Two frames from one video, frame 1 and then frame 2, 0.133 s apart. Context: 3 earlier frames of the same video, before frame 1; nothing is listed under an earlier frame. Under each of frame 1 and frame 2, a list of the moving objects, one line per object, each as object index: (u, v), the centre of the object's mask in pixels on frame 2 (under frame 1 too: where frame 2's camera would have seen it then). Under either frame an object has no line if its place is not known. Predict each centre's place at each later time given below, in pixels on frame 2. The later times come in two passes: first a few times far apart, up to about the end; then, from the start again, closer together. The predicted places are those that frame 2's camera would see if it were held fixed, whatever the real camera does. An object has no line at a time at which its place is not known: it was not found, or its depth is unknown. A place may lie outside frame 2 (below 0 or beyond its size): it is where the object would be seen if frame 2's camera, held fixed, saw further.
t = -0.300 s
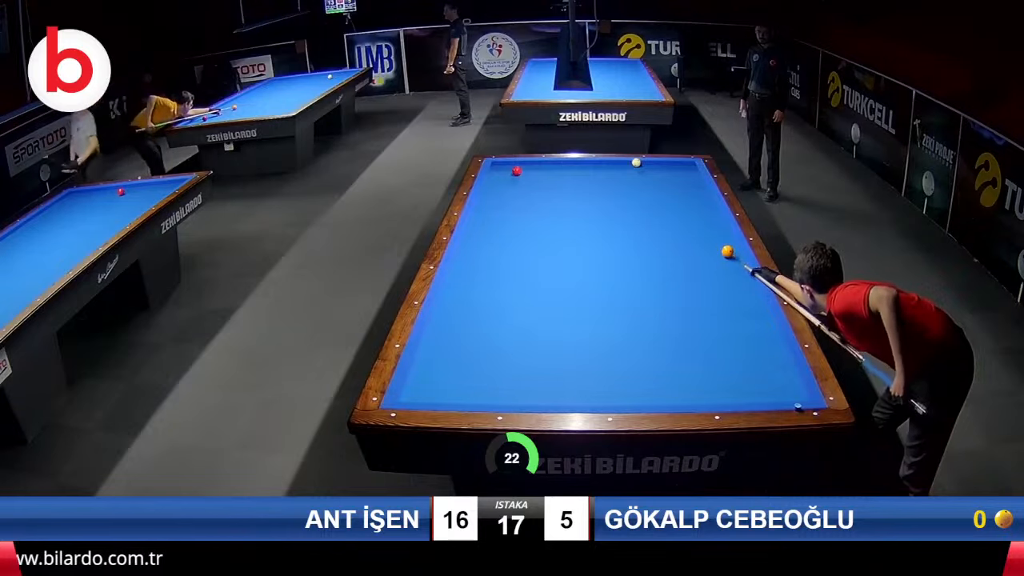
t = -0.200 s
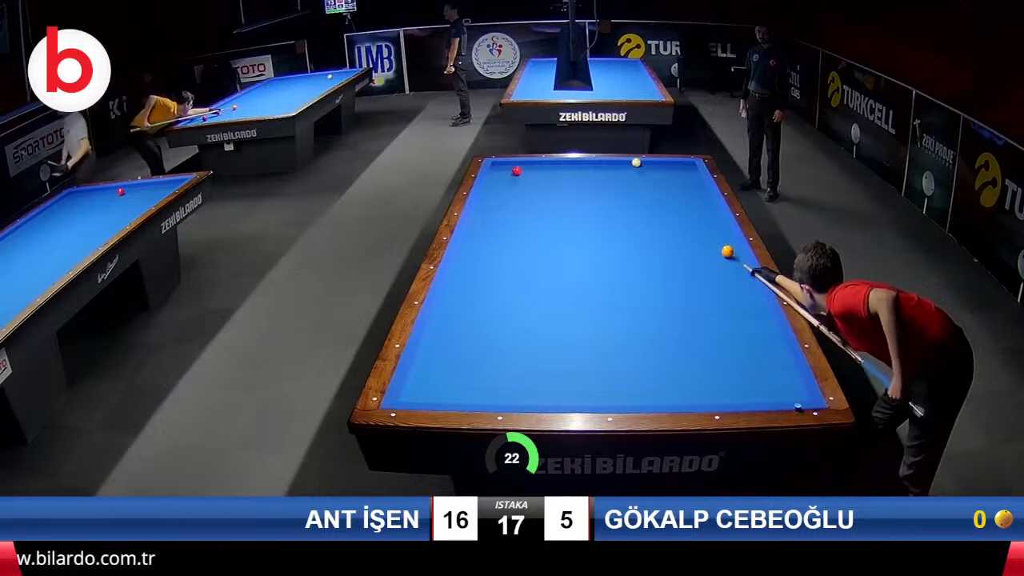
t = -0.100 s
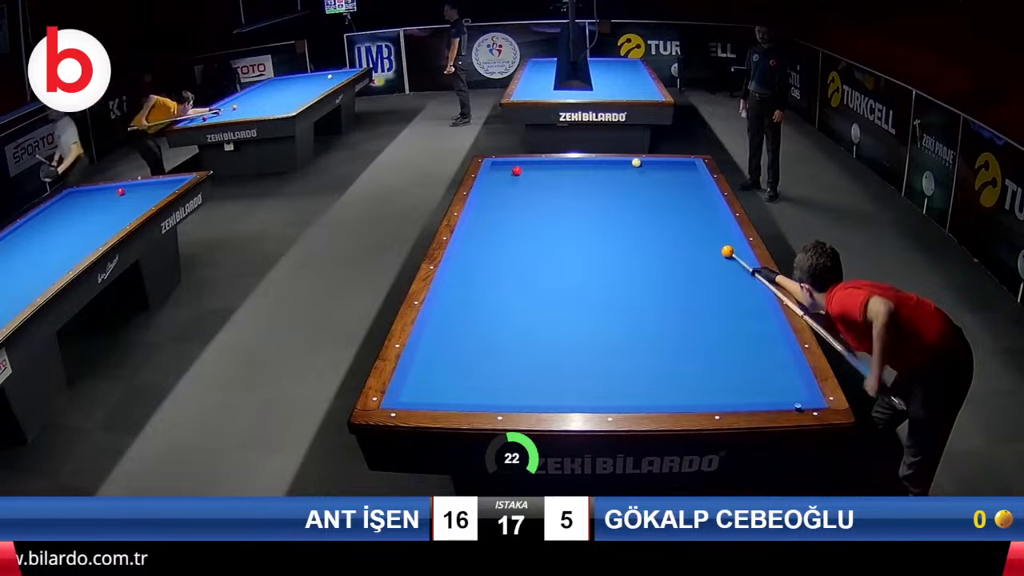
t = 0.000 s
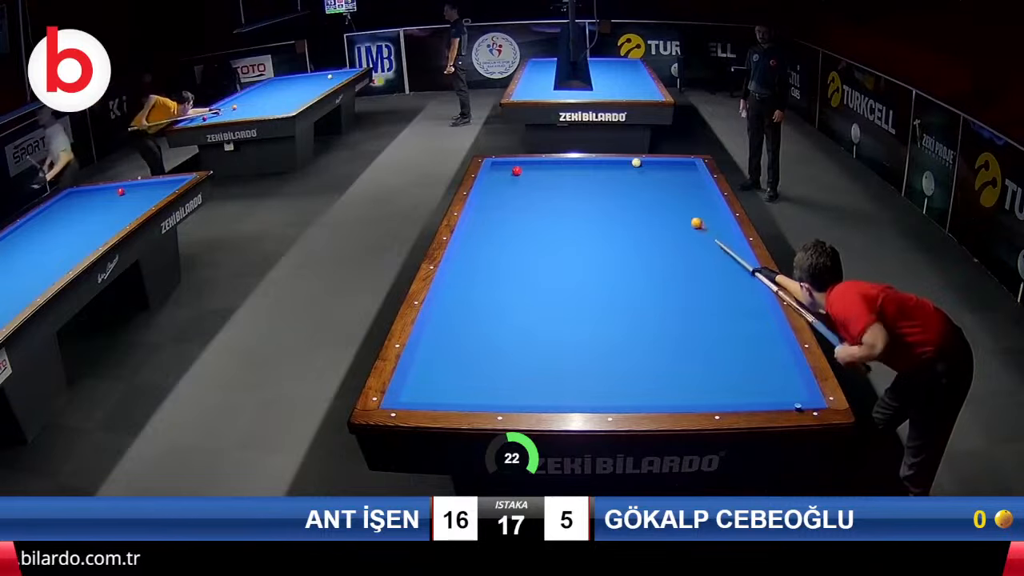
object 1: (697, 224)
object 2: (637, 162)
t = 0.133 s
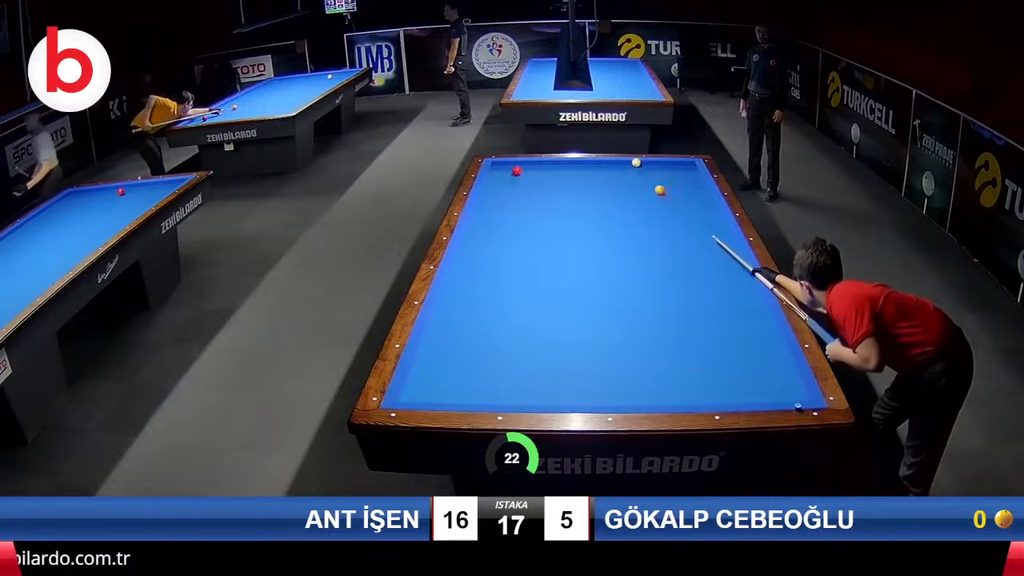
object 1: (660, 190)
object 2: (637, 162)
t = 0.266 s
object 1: (632, 166)
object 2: (638, 161)
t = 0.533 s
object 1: (573, 189)
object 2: (660, 167)
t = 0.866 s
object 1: (486, 230)
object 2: (687, 175)
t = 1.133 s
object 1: (495, 262)
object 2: (696, 181)
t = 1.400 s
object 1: (529, 300)
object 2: (688, 186)
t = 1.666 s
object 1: (572, 348)
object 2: (679, 191)
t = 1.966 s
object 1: (634, 395)
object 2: (669, 198)
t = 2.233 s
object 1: (692, 357)
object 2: (659, 204)
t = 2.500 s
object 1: (740, 330)
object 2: (650, 209)
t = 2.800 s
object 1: (742, 301)
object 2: (639, 216)
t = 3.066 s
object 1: (707, 281)
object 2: (629, 222)
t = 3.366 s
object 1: (672, 260)
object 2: (618, 229)
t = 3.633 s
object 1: (644, 244)
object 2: (607, 236)
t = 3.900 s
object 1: (619, 230)
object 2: (596, 242)
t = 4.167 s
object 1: (593, 216)
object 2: (584, 250)
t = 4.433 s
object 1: (572, 204)
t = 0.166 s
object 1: (652, 184)
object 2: (637, 162)
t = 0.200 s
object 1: (645, 177)
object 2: (637, 162)
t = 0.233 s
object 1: (638, 171)
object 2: (637, 161)
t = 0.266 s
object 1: (632, 166)
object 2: (638, 161)
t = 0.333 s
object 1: (616, 165)
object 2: (642, 162)
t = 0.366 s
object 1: (609, 169)
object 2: (646, 163)
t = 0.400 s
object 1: (602, 173)
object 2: (649, 164)
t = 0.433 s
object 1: (595, 177)
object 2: (652, 165)
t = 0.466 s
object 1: (588, 181)
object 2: (655, 166)
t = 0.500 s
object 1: (581, 185)
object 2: (657, 167)
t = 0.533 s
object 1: (573, 189)
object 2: (660, 167)
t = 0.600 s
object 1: (557, 197)
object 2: (665, 169)
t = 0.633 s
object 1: (549, 201)
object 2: (668, 170)
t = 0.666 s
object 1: (540, 205)
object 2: (671, 170)
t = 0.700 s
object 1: (532, 210)
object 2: (673, 171)
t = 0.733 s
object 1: (523, 214)
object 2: (676, 172)
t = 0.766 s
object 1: (514, 218)
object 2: (679, 173)
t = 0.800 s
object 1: (505, 222)
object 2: (681, 174)
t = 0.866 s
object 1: (486, 230)
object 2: (687, 175)
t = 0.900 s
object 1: (477, 234)
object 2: (689, 176)
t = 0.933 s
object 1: (468, 238)
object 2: (693, 177)
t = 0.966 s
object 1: (471, 242)
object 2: (695, 178)
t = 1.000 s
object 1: (476, 246)
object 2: (698, 178)
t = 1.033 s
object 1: (481, 250)
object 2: (698, 179)
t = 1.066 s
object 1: (486, 254)
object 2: (698, 179)
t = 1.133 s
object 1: (495, 262)
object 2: (696, 181)
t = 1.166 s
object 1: (499, 266)
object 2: (695, 182)
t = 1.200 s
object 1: (503, 271)
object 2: (694, 182)
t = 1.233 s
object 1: (507, 275)
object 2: (693, 183)
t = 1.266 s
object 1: (511, 280)
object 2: (692, 184)
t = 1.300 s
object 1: (516, 285)
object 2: (691, 184)
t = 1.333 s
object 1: (520, 290)
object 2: (690, 185)
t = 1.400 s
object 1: (529, 300)
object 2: (688, 186)
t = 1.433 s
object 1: (534, 305)
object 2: (687, 187)
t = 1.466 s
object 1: (539, 311)
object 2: (685, 187)
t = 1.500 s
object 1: (544, 317)
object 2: (684, 188)
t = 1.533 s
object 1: (550, 323)
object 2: (683, 189)
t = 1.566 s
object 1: (555, 329)
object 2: (682, 189)
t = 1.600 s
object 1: (560, 335)
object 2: (681, 190)
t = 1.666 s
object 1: (572, 348)
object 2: (679, 191)
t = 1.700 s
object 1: (578, 356)
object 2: (678, 192)
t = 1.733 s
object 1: (584, 362)
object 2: (677, 193)
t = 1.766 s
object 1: (591, 370)
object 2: (676, 194)
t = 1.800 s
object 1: (597, 377)
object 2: (675, 194)
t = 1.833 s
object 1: (604, 385)
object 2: (673, 195)
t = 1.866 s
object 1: (611, 393)
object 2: (672, 196)
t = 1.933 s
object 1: (625, 398)
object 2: (670, 197)
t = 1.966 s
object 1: (634, 395)
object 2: (669, 198)
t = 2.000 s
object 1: (642, 390)
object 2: (668, 199)
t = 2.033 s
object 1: (650, 384)
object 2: (667, 199)
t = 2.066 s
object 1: (657, 379)
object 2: (665, 200)
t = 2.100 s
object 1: (665, 374)
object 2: (664, 201)
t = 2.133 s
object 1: (672, 369)
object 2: (663, 201)
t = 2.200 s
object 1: (686, 361)
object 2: (661, 203)
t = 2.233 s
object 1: (692, 357)
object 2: (659, 204)
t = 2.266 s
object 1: (699, 353)
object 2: (658, 204)
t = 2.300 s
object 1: (705, 350)
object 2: (657, 205)
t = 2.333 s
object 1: (711, 347)
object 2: (656, 206)
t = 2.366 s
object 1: (717, 343)
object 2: (655, 206)
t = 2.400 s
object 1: (723, 339)
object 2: (654, 207)
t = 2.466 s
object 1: (735, 333)
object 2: (651, 208)
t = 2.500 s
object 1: (740, 330)
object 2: (650, 209)
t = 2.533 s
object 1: (745, 325)
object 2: (649, 210)
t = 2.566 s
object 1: (751, 323)
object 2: (648, 211)
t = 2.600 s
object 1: (755, 319)
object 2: (646, 211)
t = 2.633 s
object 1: (759, 316)
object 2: (645, 212)
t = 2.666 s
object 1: (763, 313)
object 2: (644, 213)
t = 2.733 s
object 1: (752, 307)
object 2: (642, 215)
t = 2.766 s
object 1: (747, 304)
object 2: (640, 215)
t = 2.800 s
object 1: (742, 301)
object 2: (639, 216)
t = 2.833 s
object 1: (737, 299)
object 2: (638, 217)
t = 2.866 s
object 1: (733, 296)
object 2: (637, 217)
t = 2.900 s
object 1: (729, 293)
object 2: (635, 218)
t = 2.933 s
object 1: (724, 291)
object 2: (634, 219)
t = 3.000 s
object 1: (715, 286)
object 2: (632, 221)
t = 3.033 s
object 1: (711, 283)
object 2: (630, 221)
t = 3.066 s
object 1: (707, 281)
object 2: (629, 222)
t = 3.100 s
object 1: (703, 279)
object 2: (628, 223)
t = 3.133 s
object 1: (699, 276)
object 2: (627, 224)
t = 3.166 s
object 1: (695, 274)
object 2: (626, 225)
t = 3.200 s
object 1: (691, 271)
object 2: (624, 225)
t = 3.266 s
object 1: (683, 267)
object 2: (622, 227)
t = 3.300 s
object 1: (679, 265)
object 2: (620, 228)
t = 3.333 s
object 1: (676, 263)
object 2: (619, 228)
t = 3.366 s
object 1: (672, 260)
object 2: (618, 229)
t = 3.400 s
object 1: (669, 258)
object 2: (616, 230)
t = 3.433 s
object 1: (665, 256)
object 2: (615, 231)
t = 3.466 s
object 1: (661, 254)
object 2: (614, 232)
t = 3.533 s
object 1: (654, 250)
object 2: (611, 233)
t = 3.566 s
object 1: (651, 248)
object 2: (610, 234)
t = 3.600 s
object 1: (647, 246)
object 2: (608, 235)
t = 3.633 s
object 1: (644, 244)
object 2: (607, 236)
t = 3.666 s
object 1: (641, 242)
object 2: (606, 236)
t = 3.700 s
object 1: (637, 240)
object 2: (604, 237)
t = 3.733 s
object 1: (634, 239)
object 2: (603, 238)
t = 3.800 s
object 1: (628, 235)
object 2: (601, 240)
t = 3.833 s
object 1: (625, 233)
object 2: (599, 241)
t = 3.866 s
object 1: (622, 232)
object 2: (598, 241)
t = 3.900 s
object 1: (619, 230)
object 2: (596, 242)
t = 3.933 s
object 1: (616, 228)
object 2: (595, 243)
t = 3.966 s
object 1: (613, 226)
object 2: (594, 244)
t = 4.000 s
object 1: (610, 225)
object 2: (592, 245)
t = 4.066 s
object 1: (604, 222)
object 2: (590, 246)
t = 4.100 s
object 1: (601, 220)
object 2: (588, 247)
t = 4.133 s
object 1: (596, 217)
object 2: (586, 249)
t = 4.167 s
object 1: (593, 216)
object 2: (584, 250)
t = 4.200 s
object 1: (590, 214)
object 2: (583, 250)
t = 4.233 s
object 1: (587, 213)
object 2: (582, 251)
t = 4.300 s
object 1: (582, 210)
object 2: (579, 253)
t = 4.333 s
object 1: (580, 208)
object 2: (577, 254)
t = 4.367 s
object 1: (577, 207)
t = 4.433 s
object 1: (572, 204)
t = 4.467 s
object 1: (570, 203)
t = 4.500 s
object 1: (567, 202)
